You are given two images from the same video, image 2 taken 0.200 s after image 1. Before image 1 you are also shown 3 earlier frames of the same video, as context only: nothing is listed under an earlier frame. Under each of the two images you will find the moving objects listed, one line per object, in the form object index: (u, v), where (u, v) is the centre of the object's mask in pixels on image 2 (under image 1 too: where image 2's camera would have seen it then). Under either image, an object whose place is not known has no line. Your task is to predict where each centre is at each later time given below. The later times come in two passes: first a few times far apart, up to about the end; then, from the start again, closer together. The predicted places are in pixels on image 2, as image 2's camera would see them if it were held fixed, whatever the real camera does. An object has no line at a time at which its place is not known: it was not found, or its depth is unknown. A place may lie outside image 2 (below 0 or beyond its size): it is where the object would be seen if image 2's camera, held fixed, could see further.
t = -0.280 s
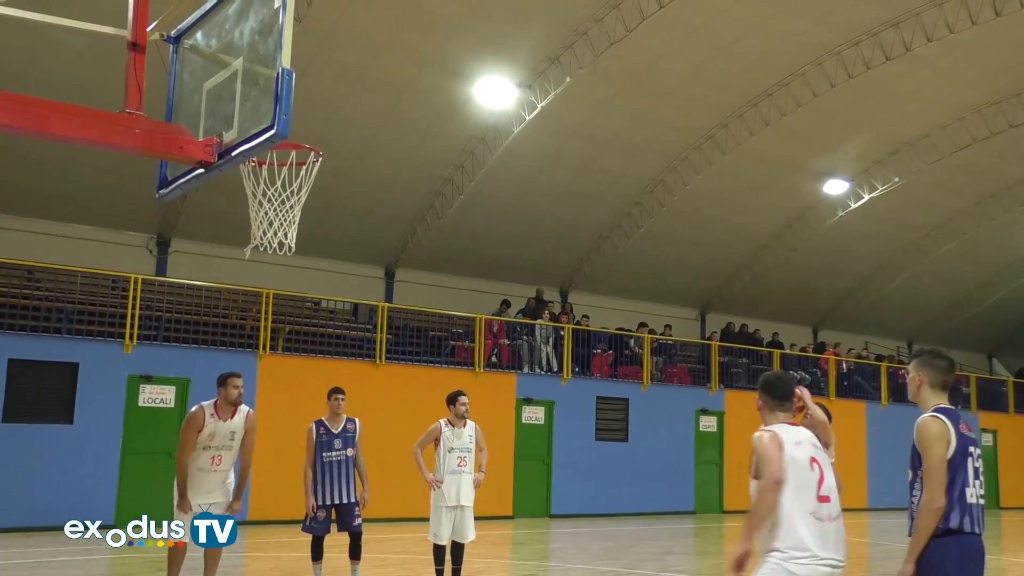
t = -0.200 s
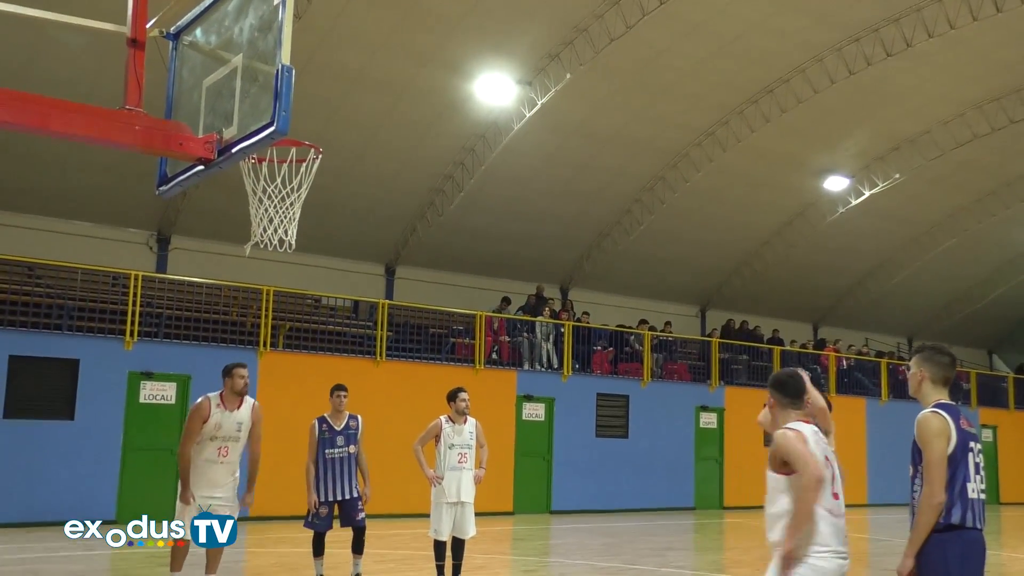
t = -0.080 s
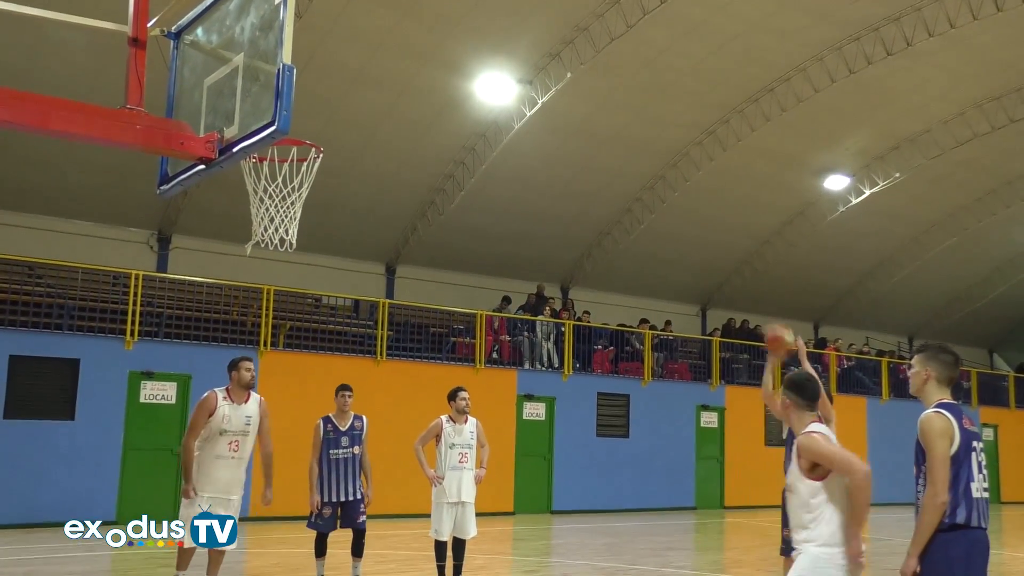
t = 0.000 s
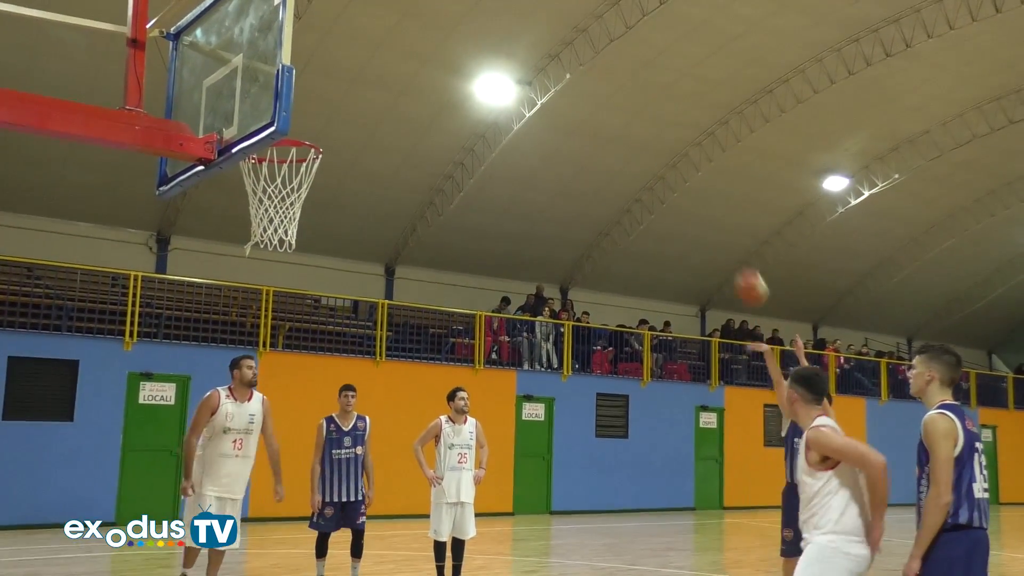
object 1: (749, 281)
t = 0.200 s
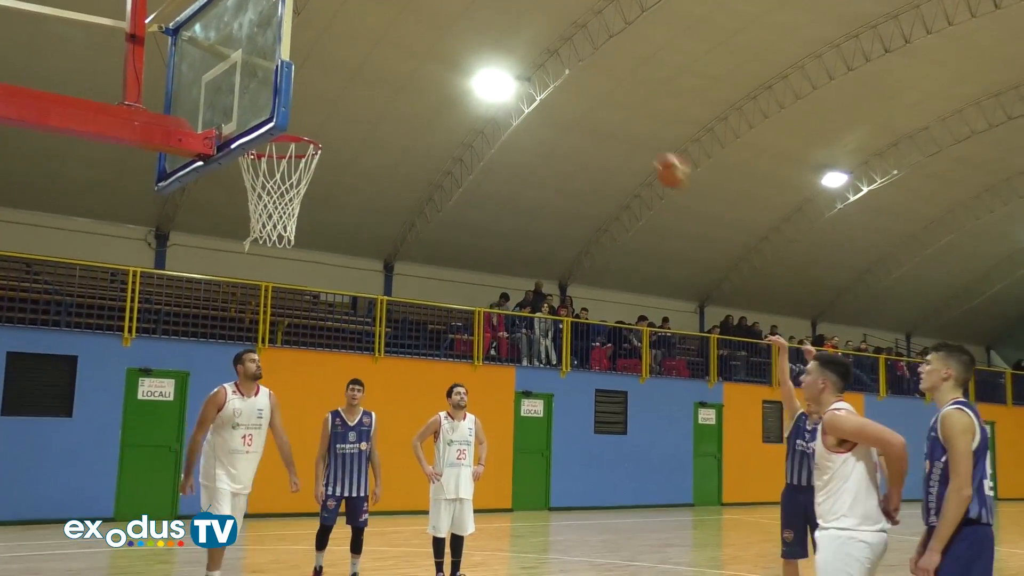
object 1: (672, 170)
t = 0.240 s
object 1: (654, 153)
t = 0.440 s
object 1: (567, 87)
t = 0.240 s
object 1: (654, 153)
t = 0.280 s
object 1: (638, 136)
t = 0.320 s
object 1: (621, 121)
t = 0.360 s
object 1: (603, 108)
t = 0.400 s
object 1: (585, 97)
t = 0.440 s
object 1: (567, 87)
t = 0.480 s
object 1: (550, 80)
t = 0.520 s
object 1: (531, 74)
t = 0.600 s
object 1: (485, 64)
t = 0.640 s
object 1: (463, 64)
